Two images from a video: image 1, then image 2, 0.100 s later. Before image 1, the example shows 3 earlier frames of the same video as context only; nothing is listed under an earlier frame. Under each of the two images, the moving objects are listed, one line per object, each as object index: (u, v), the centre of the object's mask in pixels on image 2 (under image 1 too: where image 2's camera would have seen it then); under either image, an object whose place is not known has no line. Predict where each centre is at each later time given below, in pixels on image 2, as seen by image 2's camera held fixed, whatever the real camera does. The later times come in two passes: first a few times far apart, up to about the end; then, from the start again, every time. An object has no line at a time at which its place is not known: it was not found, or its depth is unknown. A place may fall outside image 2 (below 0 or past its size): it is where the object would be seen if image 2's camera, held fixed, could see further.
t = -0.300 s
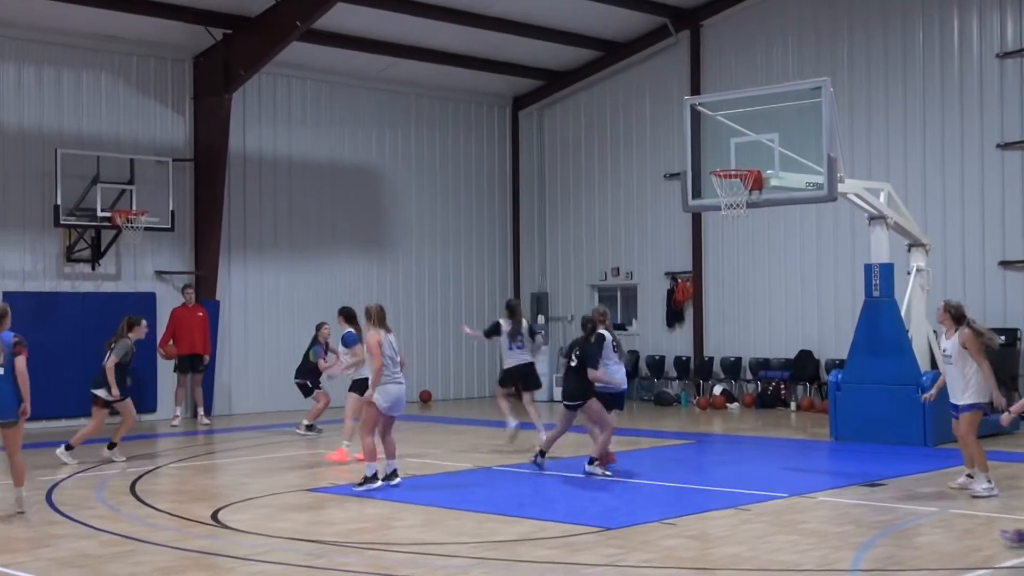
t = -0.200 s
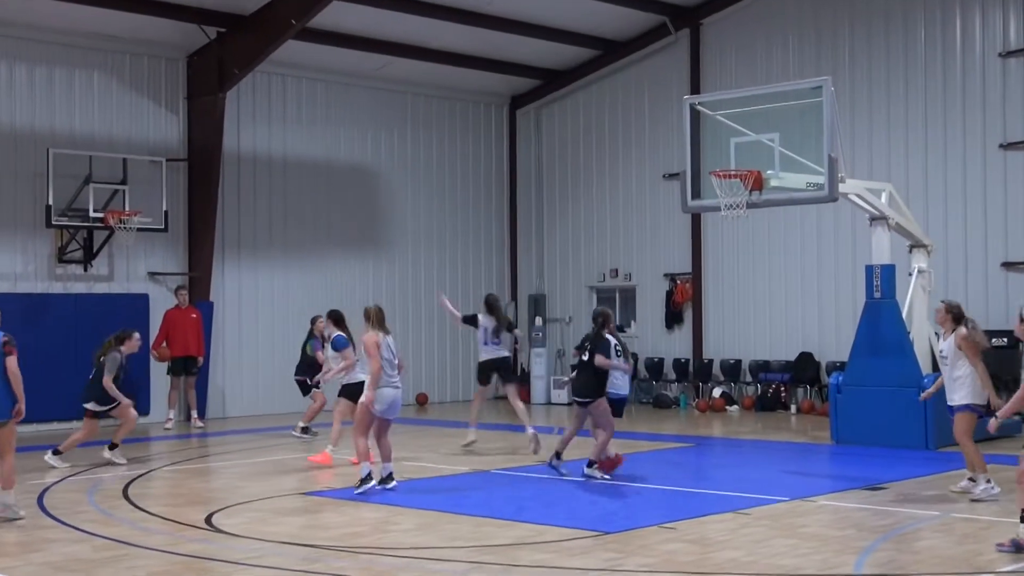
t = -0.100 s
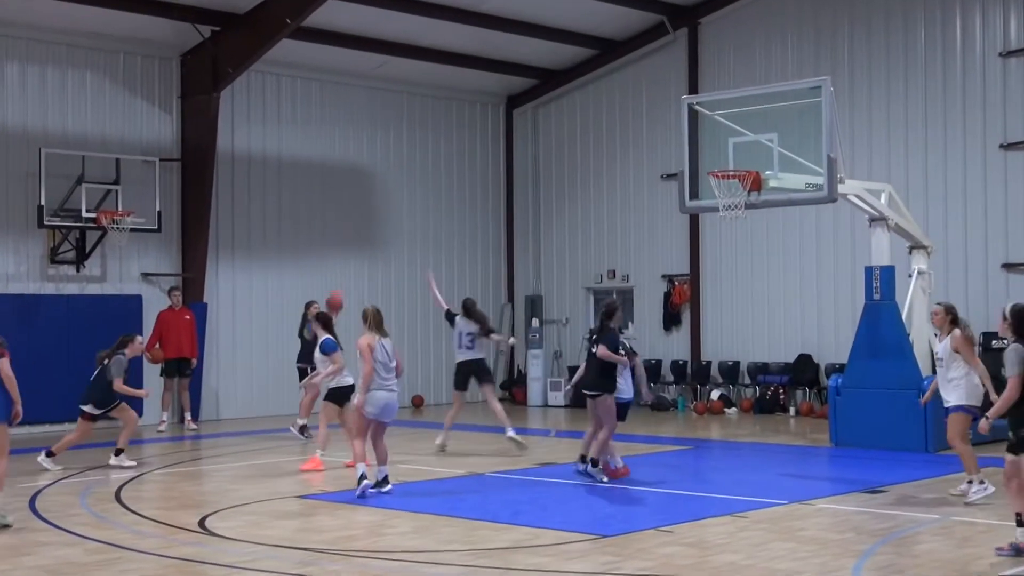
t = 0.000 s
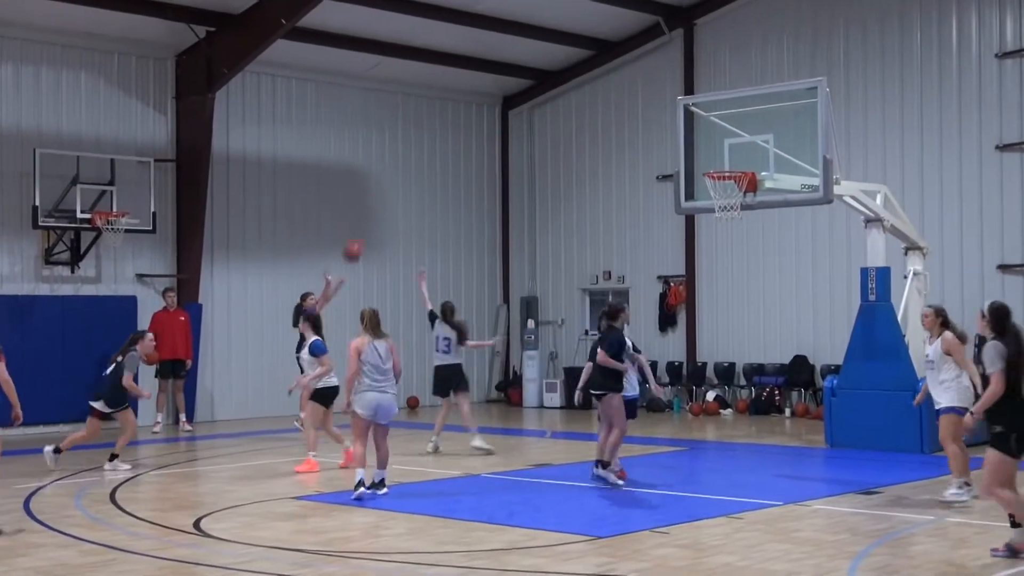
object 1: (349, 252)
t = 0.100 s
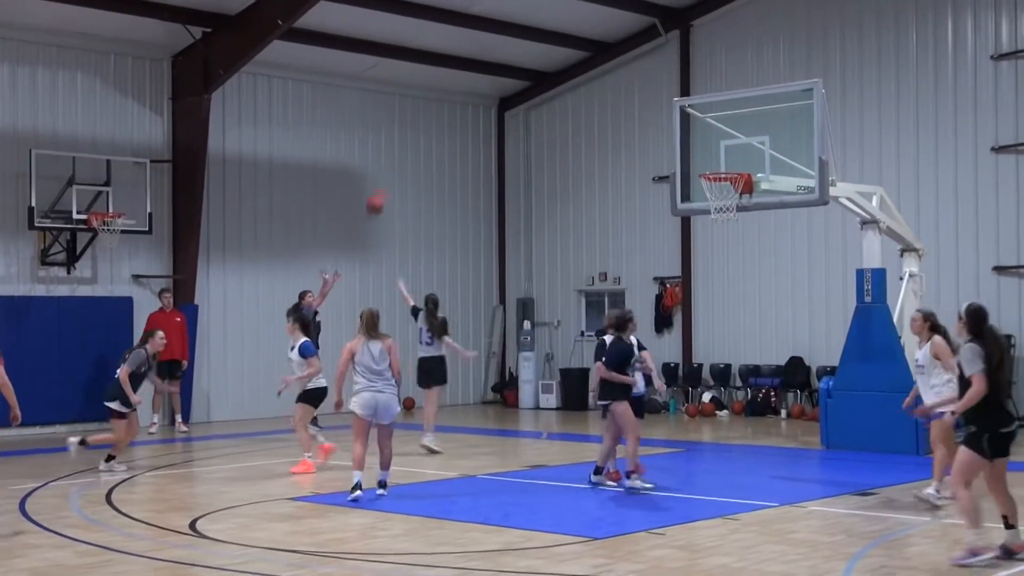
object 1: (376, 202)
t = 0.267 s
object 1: (419, 139)
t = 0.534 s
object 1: (494, 72)
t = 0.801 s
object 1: (573, 62)
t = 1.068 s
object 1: (667, 114)
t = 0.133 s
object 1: (384, 189)
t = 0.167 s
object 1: (393, 173)
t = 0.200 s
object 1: (402, 161)
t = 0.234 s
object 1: (411, 149)
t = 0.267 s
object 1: (419, 139)
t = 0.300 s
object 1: (428, 127)
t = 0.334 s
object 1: (437, 117)
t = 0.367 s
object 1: (447, 107)
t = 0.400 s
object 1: (457, 98)
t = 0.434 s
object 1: (466, 91)
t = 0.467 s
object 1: (475, 84)
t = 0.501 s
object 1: (484, 78)
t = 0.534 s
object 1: (494, 72)
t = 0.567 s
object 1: (504, 68)
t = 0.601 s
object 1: (513, 65)
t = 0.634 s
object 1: (523, 62)
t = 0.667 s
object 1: (533, 60)
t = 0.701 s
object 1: (543, 59)
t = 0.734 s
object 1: (552, 59)
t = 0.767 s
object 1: (562, 60)
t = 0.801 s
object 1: (573, 62)
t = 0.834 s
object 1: (583, 64)
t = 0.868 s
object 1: (593, 68)
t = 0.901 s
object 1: (606, 73)
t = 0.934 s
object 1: (623, 79)
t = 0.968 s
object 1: (632, 86)
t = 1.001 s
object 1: (645, 94)
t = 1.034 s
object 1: (659, 103)
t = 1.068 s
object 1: (667, 114)
